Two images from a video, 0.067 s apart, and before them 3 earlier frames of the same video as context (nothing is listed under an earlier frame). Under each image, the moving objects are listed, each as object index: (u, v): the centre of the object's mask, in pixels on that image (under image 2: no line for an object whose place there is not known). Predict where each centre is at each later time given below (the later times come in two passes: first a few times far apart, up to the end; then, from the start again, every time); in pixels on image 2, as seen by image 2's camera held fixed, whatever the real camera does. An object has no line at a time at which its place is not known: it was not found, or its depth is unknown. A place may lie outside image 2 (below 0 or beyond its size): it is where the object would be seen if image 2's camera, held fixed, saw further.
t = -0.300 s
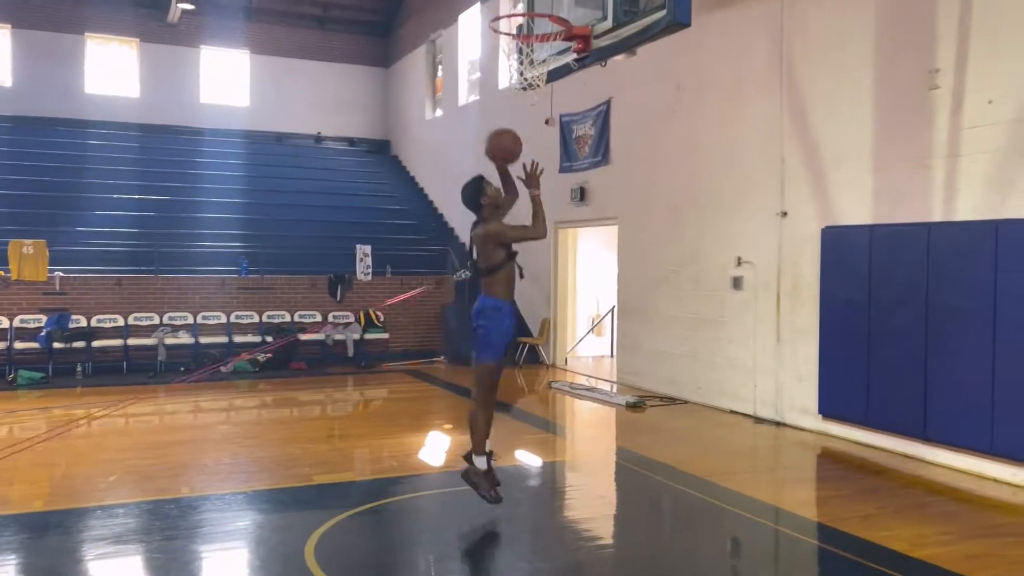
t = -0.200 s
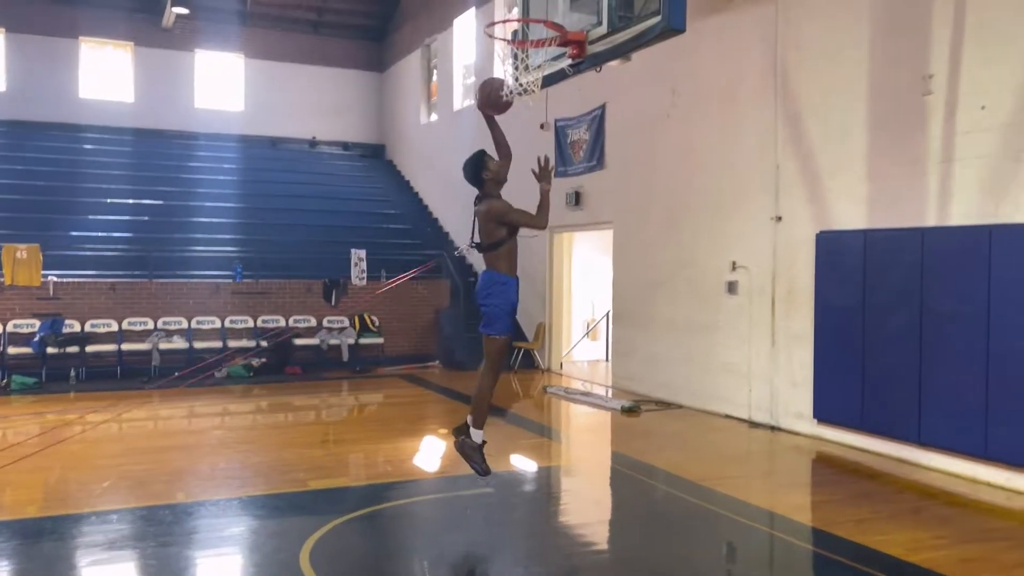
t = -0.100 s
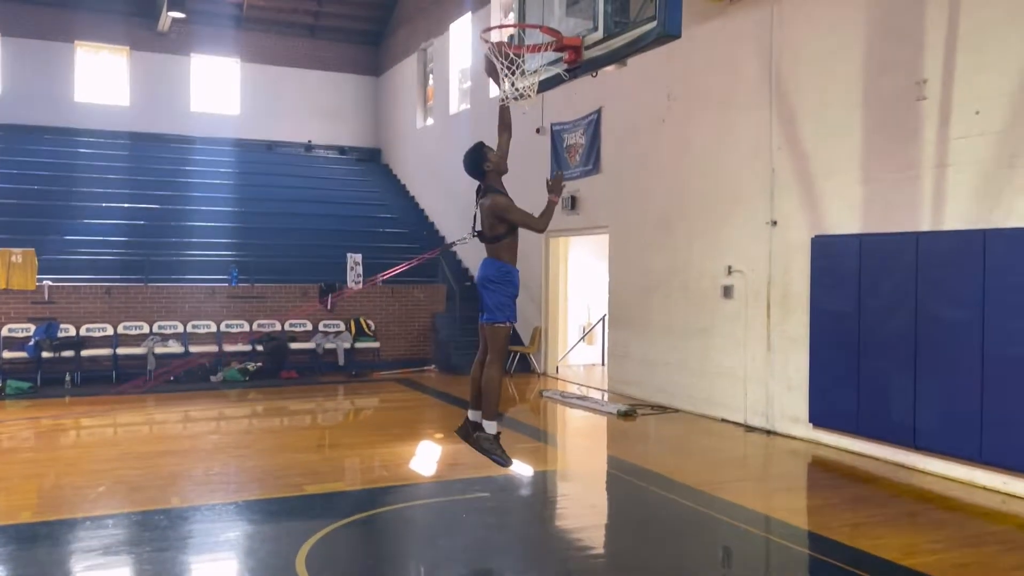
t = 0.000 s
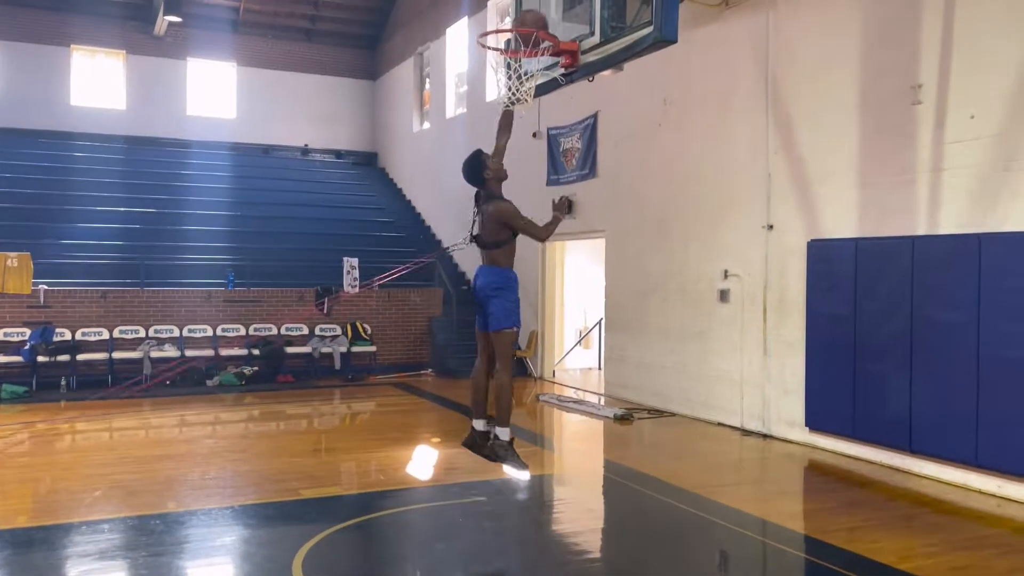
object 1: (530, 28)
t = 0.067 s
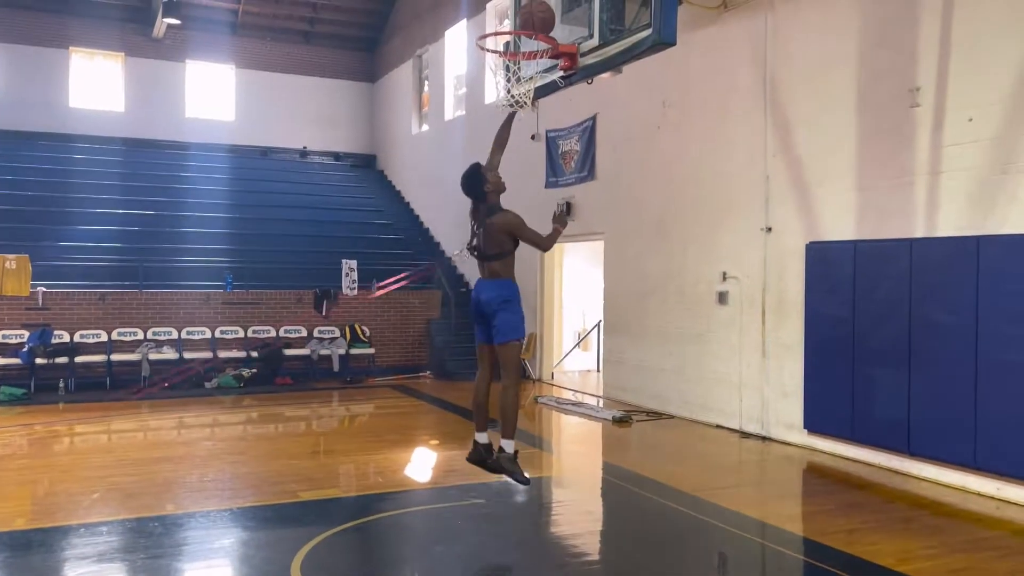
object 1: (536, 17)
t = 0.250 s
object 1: (517, 33)
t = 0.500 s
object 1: (498, 100)
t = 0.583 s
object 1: (495, 134)
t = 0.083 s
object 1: (535, 17)
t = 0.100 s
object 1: (533, 17)
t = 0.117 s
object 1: (532, 16)
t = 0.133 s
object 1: (530, 15)
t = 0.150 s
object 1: (529, 15)
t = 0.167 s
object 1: (527, 16)
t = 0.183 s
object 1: (525, 19)
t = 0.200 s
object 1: (523, 21)
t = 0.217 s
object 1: (522, 23)
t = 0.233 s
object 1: (520, 27)
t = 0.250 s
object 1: (517, 33)
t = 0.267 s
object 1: (516, 36)
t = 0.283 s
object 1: (515, 39)
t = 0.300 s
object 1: (512, 44)
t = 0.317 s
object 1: (511, 51)
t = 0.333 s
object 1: (509, 55)
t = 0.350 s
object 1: (508, 61)
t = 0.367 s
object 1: (505, 67)
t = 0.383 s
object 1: (504, 71)
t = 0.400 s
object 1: (503, 74)
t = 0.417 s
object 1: (502, 77)
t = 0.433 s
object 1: (502, 81)
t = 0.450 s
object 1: (501, 92)
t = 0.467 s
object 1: (500, 93)
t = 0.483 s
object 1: (499, 96)
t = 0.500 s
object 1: (498, 100)
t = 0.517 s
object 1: (498, 107)
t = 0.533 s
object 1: (497, 113)
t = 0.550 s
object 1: (496, 120)
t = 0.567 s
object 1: (495, 126)
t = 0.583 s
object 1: (495, 134)
